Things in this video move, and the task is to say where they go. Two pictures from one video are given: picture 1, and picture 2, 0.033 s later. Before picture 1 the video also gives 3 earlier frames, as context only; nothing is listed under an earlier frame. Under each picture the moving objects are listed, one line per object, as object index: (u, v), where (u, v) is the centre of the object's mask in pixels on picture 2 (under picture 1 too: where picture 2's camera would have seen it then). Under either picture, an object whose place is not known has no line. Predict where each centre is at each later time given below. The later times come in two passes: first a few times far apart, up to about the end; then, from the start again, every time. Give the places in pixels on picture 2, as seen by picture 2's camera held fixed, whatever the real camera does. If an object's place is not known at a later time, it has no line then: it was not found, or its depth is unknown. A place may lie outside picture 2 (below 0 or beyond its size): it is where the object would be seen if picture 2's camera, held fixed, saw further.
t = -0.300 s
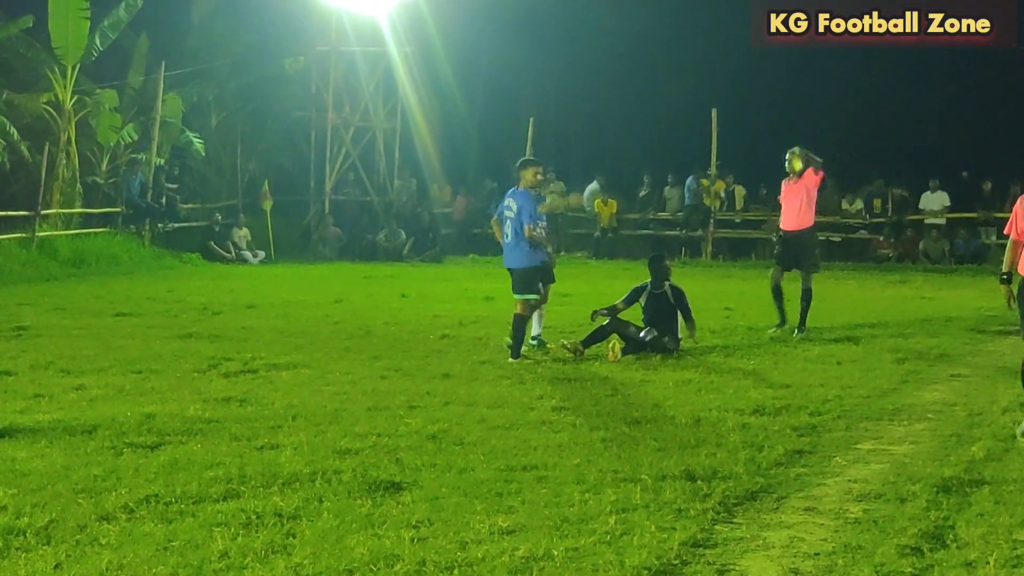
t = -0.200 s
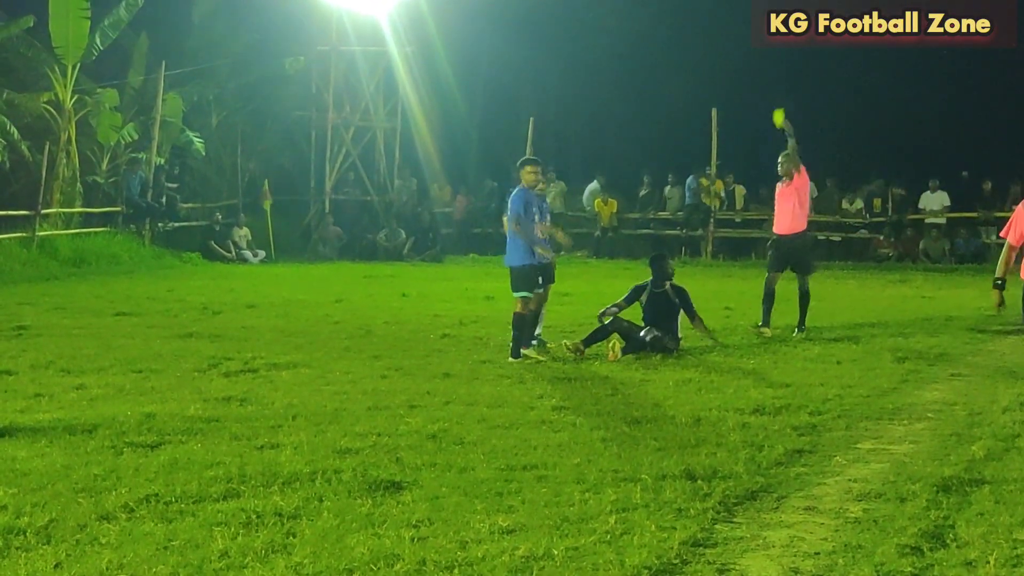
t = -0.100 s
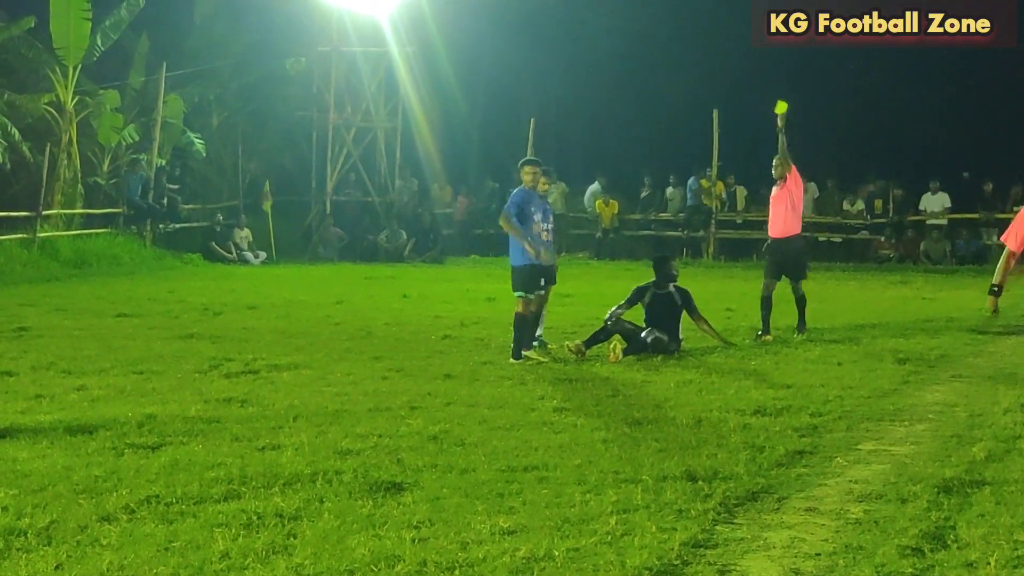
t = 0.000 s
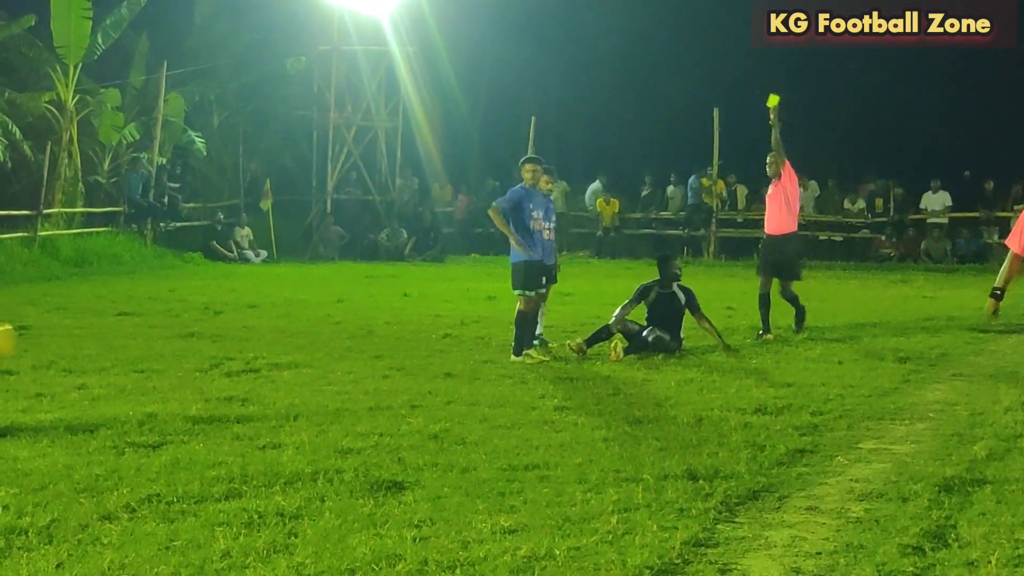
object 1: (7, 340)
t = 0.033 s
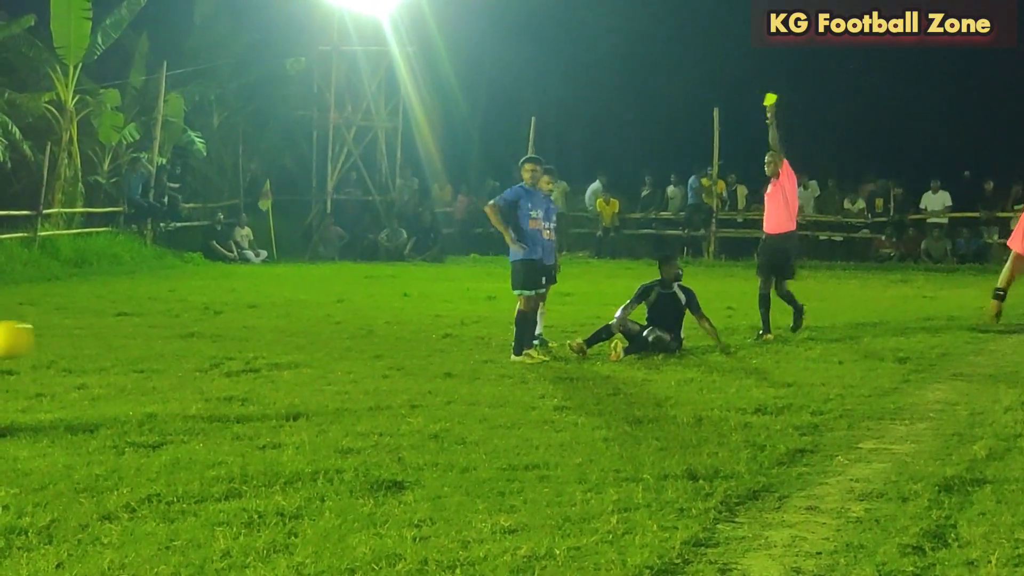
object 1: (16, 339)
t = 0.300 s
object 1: (161, 384)
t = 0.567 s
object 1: (224, 367)
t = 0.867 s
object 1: (272, 395)
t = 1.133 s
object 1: (329, 395)
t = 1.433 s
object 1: (378, 395)
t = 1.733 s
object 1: (426, 395)
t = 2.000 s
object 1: (462, 396)
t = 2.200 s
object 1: (486, 394)
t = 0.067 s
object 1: (27, 340)
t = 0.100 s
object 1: (48, 341)
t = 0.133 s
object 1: (67, 344)
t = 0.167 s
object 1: (85, 349)
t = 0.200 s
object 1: (105, 356)
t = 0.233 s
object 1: (124, 364)
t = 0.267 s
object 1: (143, 374)
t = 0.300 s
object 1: (161, 384)
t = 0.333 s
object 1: (181, 398)
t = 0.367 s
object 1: (196, 403)
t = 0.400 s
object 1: (201, 395)
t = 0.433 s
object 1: (205, 386)
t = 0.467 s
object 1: (210, 379)
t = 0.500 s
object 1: (214, 373)
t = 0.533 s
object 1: (219, 369)
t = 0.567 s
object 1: (224, 367)
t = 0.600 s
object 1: (229, 367)
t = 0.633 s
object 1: (234, 367)
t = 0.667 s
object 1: (239, 370)
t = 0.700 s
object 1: (244, 374)
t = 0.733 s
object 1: (249, 380)
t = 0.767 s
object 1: (255, 389)
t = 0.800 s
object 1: (259, 398)
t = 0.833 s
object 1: (265, 399)
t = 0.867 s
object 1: (272, 395)
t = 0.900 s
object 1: (279, 391)
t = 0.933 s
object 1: (287, 388)
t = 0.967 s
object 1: (294, 387)
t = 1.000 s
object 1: (301, 388)
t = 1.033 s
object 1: (308, 390)
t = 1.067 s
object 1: (316, 395)
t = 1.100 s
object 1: (323, 398)
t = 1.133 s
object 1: (329, 395)
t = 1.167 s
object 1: (335, 392)
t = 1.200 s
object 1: (340, 391)
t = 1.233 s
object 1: (346, 392)
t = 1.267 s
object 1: (351, 395)
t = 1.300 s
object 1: (357, 396)
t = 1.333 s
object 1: (363, 394)
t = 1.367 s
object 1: (368, 393)
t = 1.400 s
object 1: (373, 394)
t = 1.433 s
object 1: (378, 395)
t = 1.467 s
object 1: (384, 397)
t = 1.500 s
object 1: (390, 395)
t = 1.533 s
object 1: (395, 394)
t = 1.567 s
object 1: (401, 395)
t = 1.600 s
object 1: (406, 397)
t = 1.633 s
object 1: (411, 396)
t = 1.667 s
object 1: (416, 395)
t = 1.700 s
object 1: (422, 396)
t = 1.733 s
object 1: (426, 395)
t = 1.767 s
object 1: (431, 394)
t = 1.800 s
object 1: (435, 395)
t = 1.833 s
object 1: (440, 395)
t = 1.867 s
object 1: (445, 395)
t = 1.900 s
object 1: (450, 396)
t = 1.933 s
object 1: (454, 396)
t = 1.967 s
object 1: (458, 397)
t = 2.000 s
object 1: (462, 396)
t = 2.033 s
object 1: (467, 395)
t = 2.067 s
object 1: (471, 395)
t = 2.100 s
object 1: (475, 396)
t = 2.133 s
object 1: (479, 396)
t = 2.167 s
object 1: (483, 395)
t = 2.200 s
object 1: (486, 394)
